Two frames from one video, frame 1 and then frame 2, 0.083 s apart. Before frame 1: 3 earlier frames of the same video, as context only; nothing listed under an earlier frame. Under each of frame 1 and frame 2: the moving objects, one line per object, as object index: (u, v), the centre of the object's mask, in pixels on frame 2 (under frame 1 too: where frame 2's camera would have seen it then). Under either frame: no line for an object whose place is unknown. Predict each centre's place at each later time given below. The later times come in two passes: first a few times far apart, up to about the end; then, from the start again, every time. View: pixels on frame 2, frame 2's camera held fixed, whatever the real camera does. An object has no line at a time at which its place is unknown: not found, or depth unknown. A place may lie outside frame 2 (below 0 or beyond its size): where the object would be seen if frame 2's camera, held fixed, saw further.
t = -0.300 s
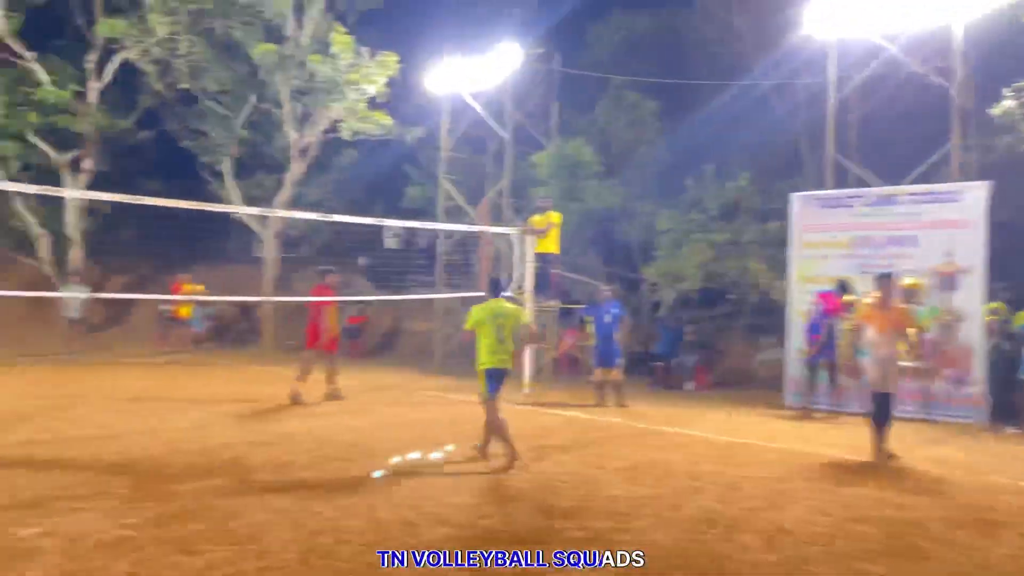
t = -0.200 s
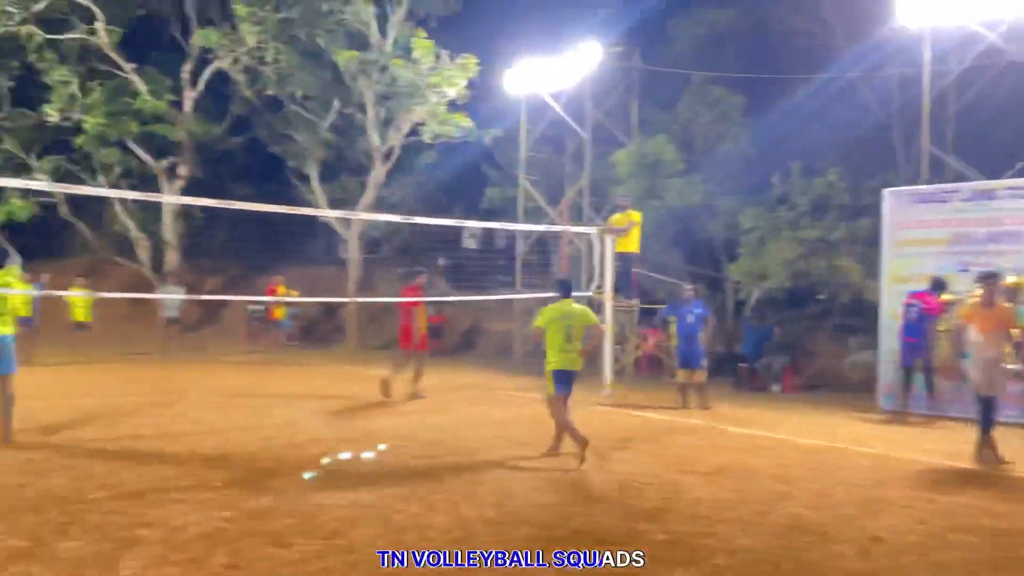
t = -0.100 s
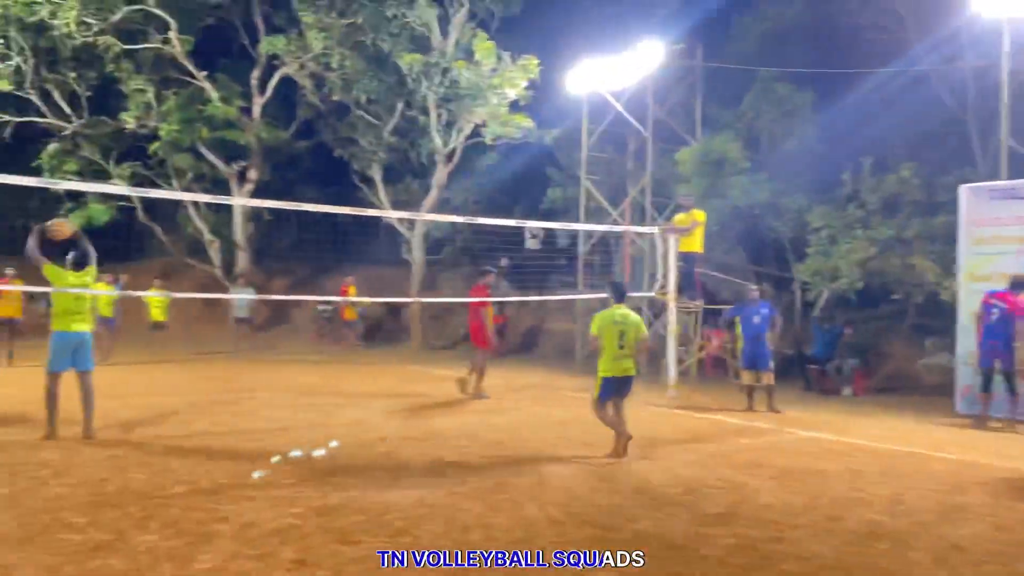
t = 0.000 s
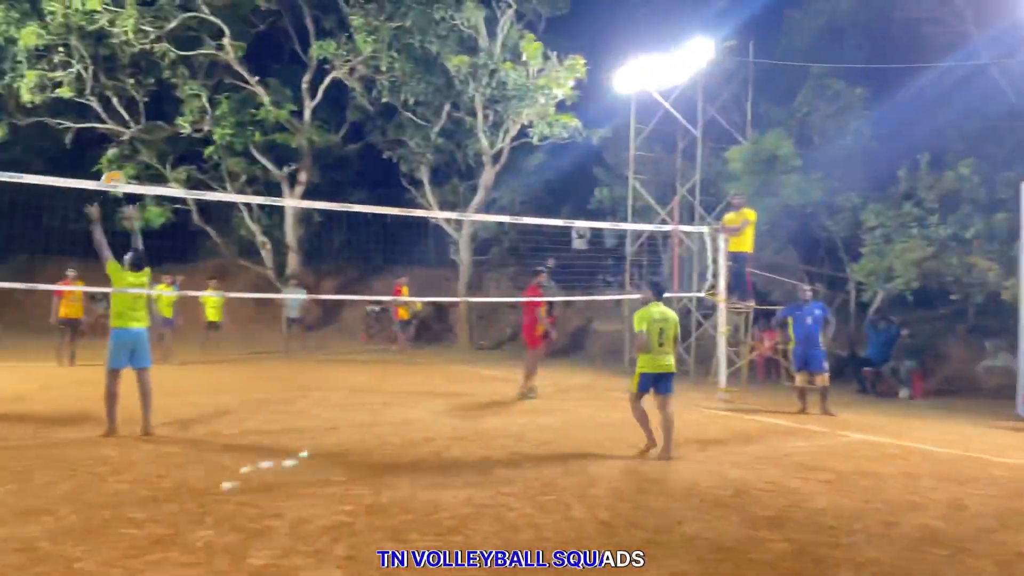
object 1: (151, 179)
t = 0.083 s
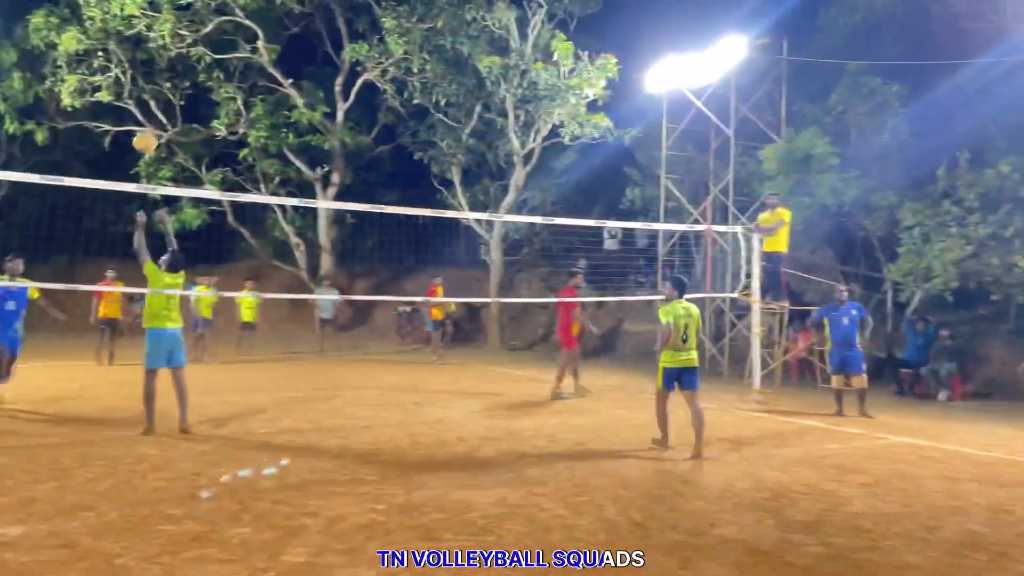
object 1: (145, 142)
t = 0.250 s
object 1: (135, 82)
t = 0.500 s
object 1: (117, 42)
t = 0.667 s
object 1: (105, 48)
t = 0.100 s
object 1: (144, 135)
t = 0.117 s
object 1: (143, 128)
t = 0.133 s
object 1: (142, 121)
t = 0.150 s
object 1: (141, 115)
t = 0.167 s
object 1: (141, 108)
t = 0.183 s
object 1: (139, 102)
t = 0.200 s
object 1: (138, 96)
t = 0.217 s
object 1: (137, 92)
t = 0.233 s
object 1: (136, 87)
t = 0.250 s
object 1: (135, 82)
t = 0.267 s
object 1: (134, 78)
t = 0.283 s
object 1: (133, 73)
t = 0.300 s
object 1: (132, 69)
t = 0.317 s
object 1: (131, 65)
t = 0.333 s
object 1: (129, 62)
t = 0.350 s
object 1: (128, 59)
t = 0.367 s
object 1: (127, 55)
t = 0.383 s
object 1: (126, 53)
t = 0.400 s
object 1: (124, 51)
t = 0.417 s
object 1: (123, 49)
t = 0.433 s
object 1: (122, 47)
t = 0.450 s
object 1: (121, 45)
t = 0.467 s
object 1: (120, 44)
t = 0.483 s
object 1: (119, 43)
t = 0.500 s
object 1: (117, 42)
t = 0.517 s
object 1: (116, 42)
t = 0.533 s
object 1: (115, 42)
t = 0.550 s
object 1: (114, 42)
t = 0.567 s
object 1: (113, 42)
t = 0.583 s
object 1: (111, 42)
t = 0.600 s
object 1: (110, 43)
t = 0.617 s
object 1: (109, 44)
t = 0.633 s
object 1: (108, 45)
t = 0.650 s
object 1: (106, 46)
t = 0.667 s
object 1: (105, 48)
